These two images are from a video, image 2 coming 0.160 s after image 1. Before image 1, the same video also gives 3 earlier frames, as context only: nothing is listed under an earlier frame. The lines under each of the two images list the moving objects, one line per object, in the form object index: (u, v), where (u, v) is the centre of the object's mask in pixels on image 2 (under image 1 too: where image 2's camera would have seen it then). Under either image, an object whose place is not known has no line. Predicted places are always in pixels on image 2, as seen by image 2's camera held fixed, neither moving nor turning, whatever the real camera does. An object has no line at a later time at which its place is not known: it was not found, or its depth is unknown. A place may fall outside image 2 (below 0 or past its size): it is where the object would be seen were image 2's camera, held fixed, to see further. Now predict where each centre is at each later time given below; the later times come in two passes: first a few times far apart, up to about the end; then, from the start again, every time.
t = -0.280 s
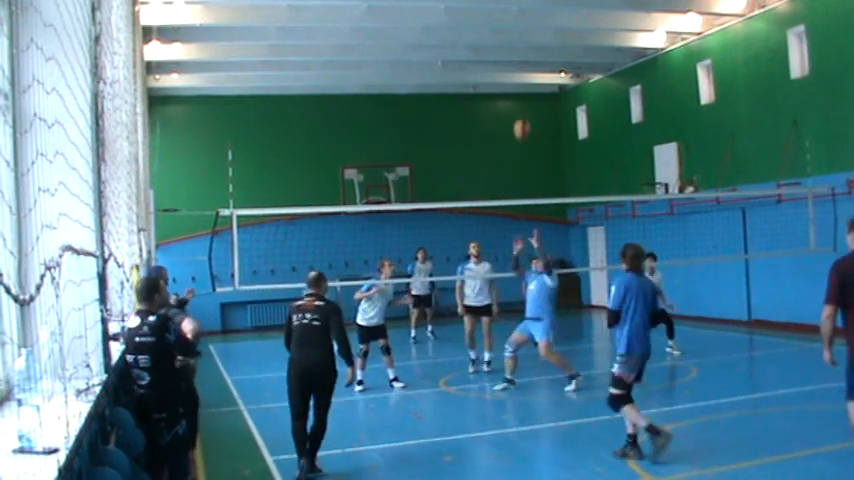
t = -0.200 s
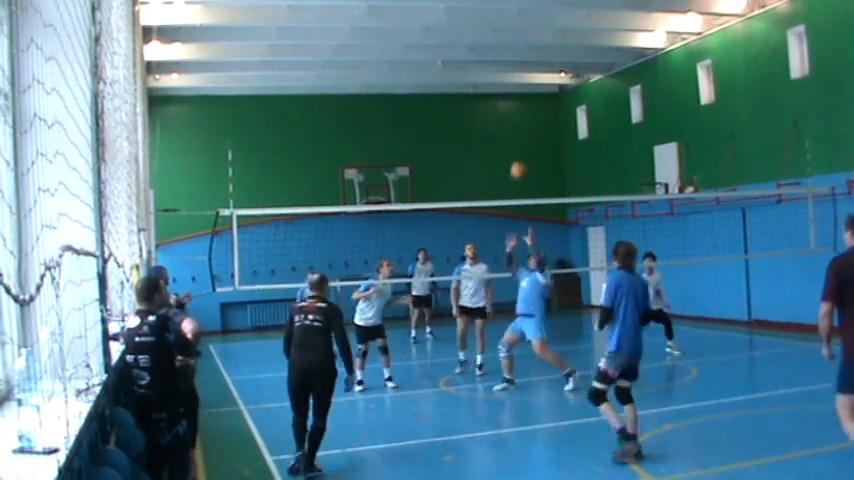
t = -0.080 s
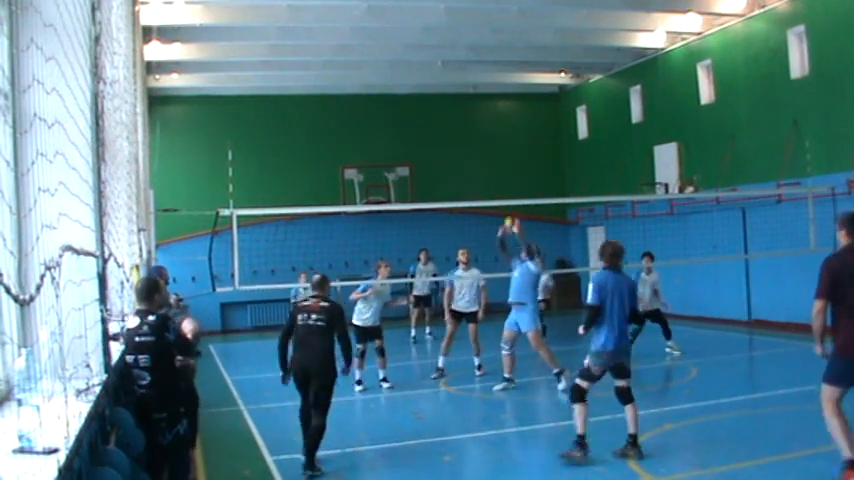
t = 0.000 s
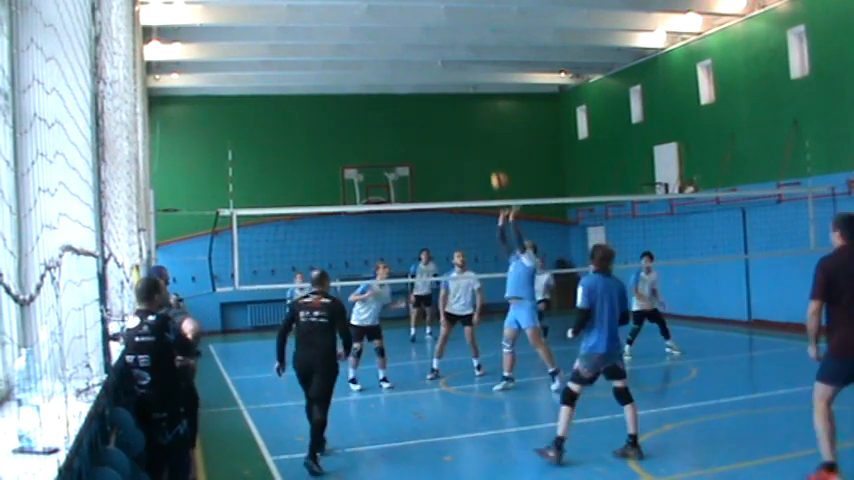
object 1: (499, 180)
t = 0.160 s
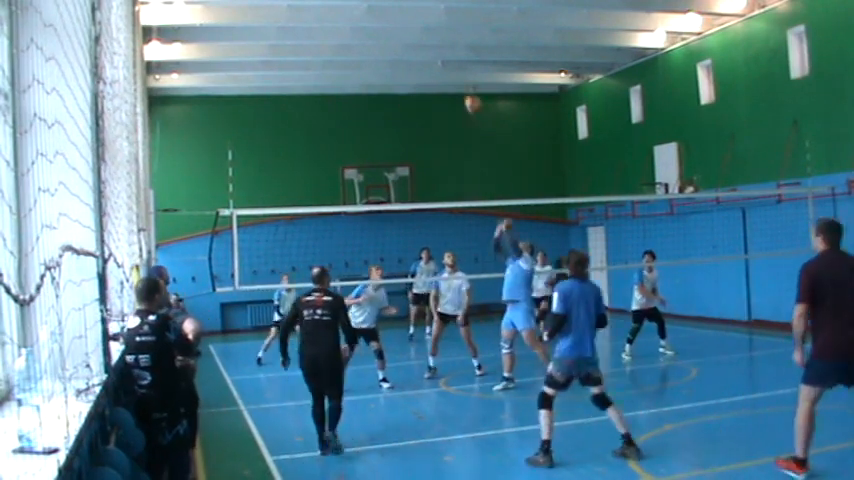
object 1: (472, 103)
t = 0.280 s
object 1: (454, 61)
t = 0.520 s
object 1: (418, 9)
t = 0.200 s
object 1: (465, 88)
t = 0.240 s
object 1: (460, 74)
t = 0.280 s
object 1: (454, 61)
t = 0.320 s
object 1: (448, 49)
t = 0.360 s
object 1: (441, 38)
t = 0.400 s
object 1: (436, 29)
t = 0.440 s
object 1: (430, 21)
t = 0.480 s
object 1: (424, 15)
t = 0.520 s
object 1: (418, 9)
